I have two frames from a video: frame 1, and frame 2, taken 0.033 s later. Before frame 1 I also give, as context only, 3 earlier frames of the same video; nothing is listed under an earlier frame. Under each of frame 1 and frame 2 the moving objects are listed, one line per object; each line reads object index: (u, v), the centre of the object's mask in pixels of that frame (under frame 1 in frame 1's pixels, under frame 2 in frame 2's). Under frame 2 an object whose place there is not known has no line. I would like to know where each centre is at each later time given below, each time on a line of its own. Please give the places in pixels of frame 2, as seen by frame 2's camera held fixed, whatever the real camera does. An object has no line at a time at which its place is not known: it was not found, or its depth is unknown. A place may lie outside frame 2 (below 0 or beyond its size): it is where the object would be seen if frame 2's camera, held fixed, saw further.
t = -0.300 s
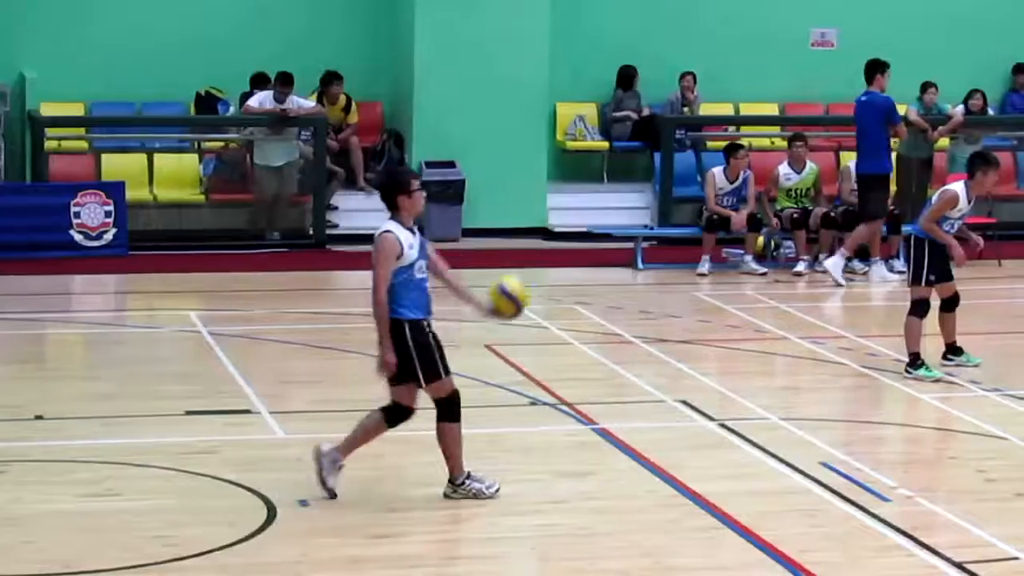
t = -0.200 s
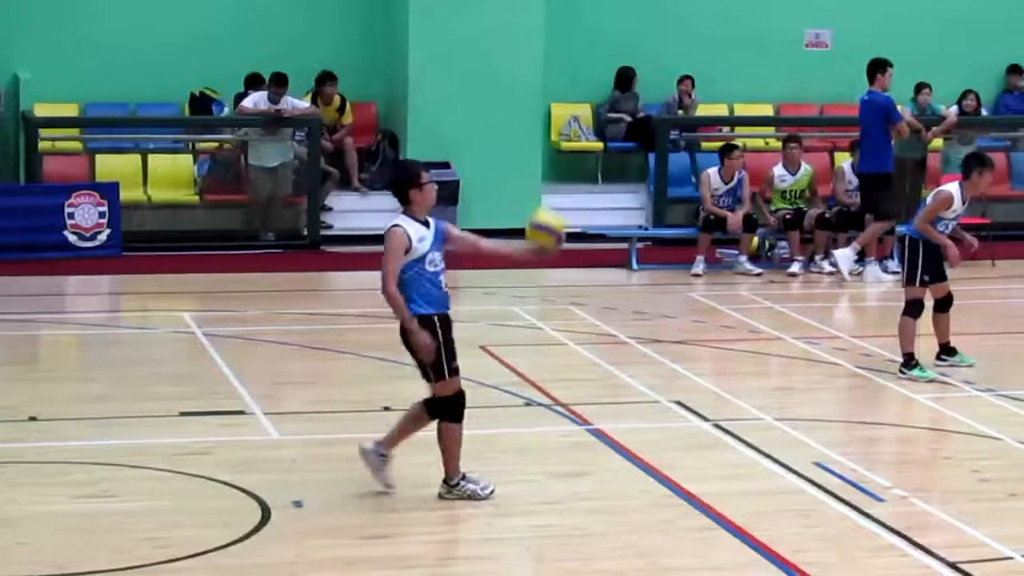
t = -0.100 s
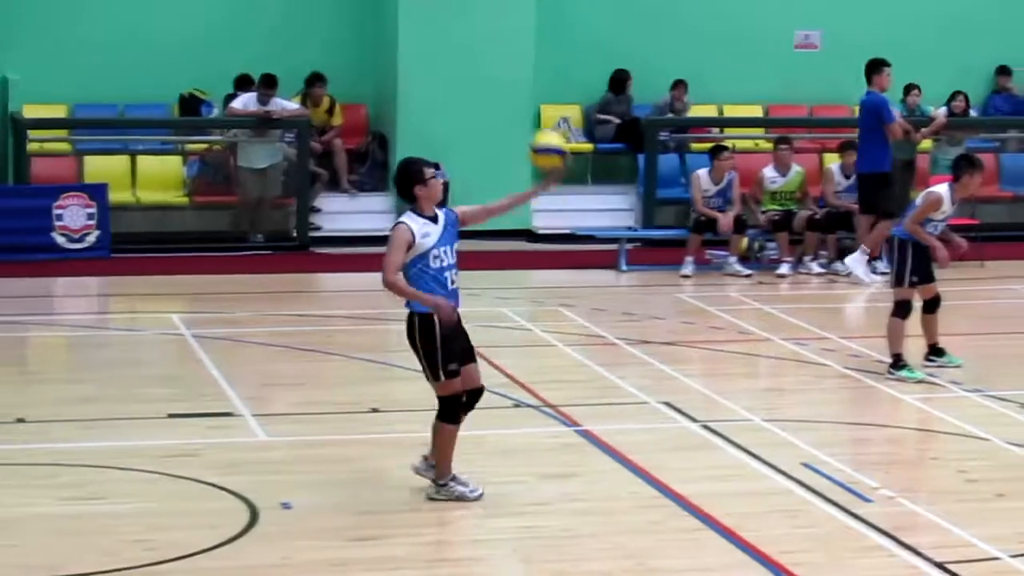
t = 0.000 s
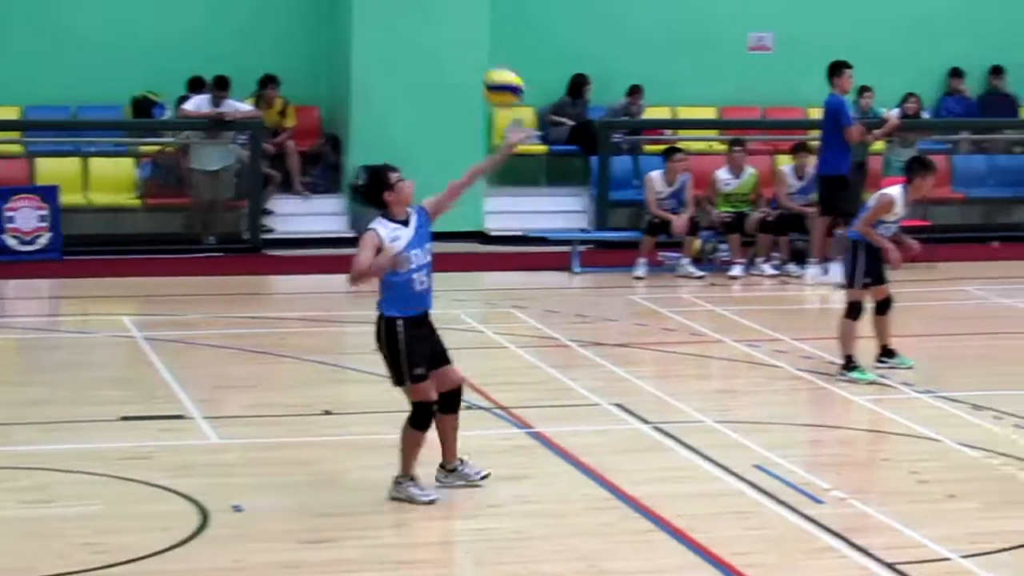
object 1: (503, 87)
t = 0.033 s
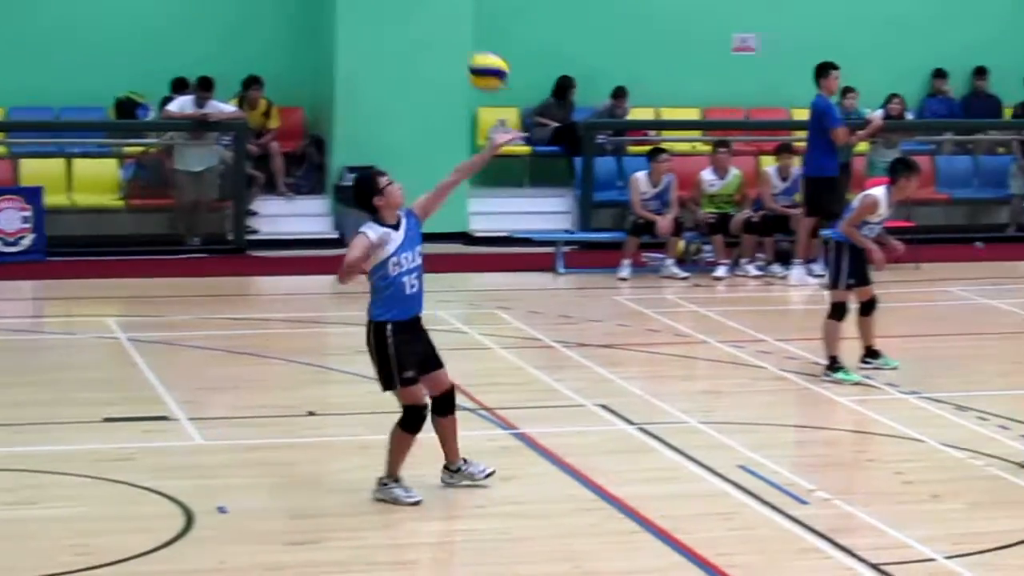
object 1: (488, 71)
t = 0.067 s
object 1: (488, 55)
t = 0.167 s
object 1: (483, 22)
